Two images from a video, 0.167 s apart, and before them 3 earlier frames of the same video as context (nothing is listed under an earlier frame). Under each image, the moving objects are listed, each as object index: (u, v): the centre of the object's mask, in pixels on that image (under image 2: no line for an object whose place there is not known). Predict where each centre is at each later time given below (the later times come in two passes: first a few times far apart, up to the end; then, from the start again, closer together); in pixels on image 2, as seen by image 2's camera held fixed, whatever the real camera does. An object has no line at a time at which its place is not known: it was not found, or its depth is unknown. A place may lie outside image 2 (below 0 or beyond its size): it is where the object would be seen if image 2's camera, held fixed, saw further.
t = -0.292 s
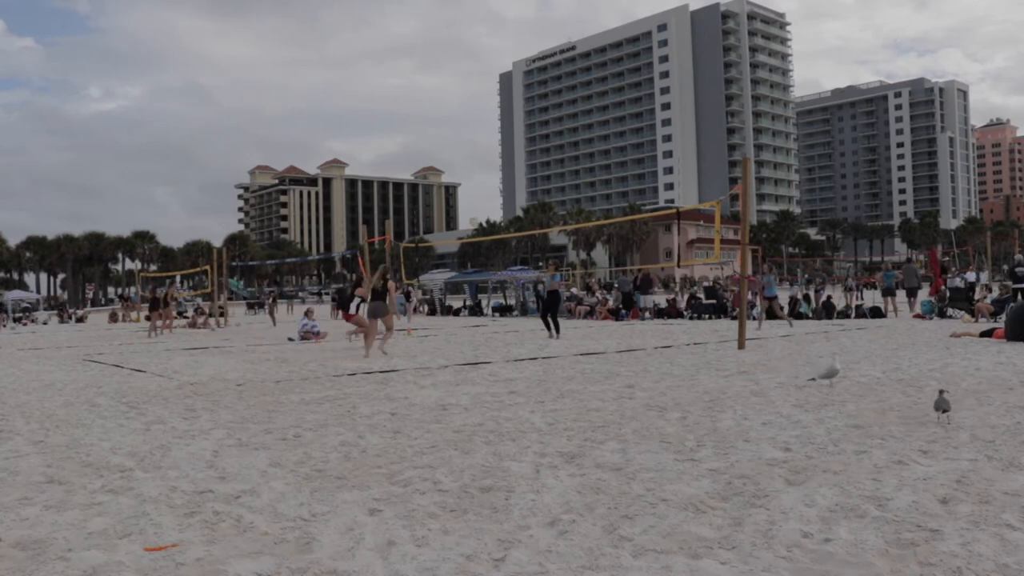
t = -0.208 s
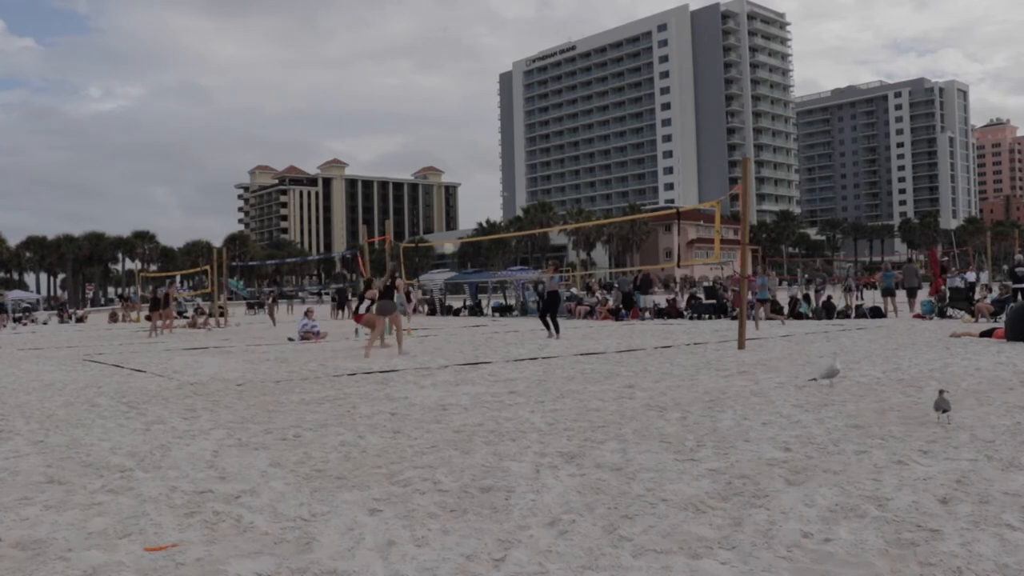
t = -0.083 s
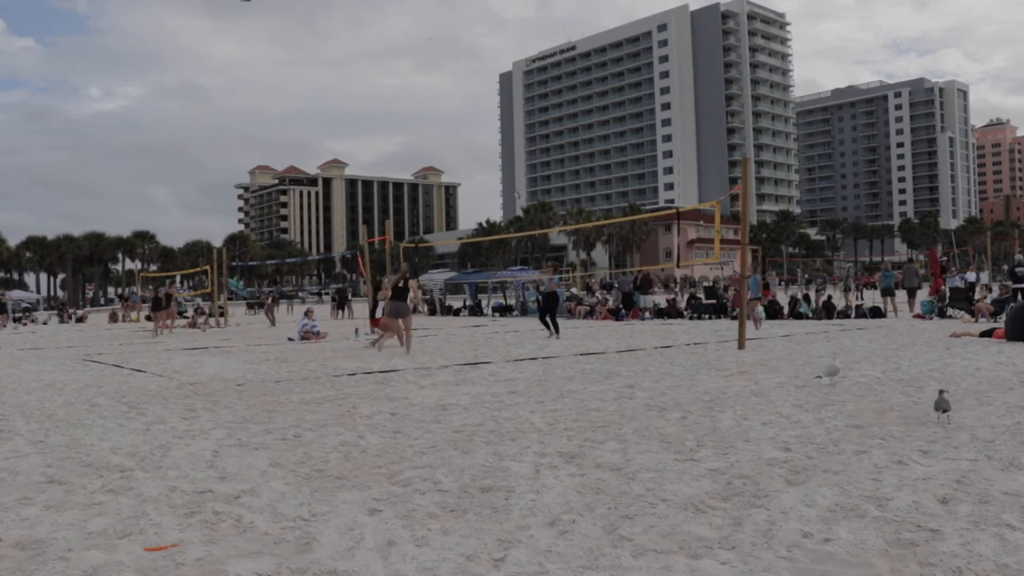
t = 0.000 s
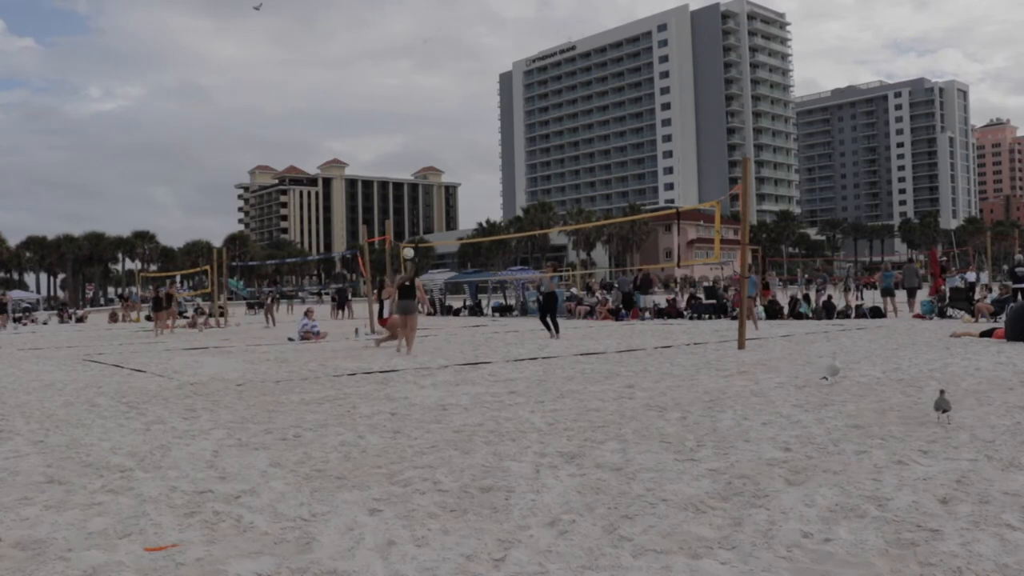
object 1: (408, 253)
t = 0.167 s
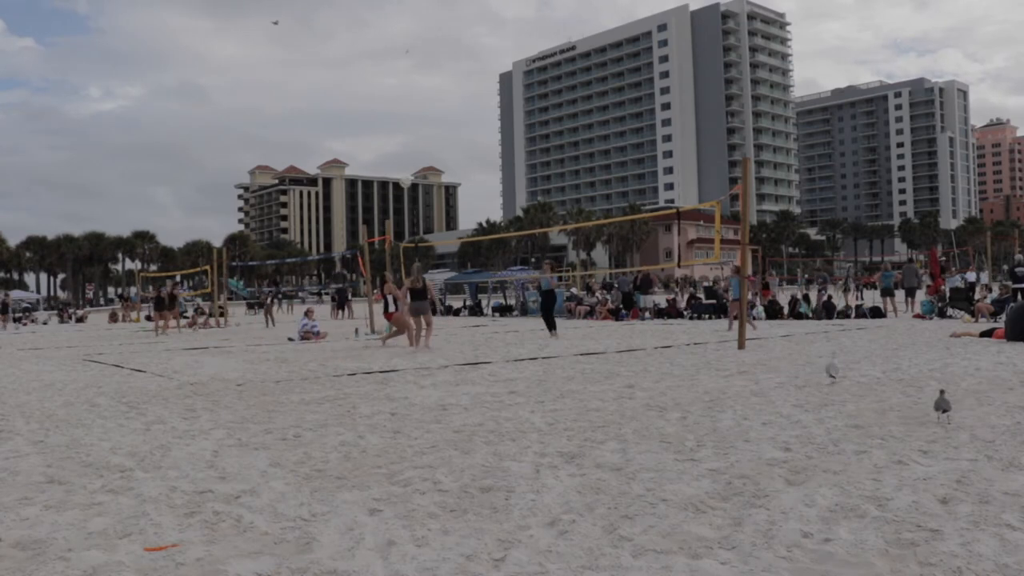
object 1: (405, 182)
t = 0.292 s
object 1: (401, 137)
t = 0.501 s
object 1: (391, 79)
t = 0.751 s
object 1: (375, 38)
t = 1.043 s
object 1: (354, 28)
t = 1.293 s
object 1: (334, 55)
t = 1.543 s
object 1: (313, 118)
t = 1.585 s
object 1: (310, 132)
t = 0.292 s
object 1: (401, 137)
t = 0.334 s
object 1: (399, 124)
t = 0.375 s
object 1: (397, 112)
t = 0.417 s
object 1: (395, 100)
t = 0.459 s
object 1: (393, 89)
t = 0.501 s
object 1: (391, 79)
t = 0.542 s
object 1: (388, 71)
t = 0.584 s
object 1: (386, 62)
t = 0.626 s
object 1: (384, 55)
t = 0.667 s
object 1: (380, 48)
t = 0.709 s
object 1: (378, 43)
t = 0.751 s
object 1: (375, 38)
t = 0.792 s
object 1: (372, 34)
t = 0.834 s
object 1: (369, 31)
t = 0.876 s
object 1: (366, 28)
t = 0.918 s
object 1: (363, 27)
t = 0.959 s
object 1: (360, 26)
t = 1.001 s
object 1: (357, 27)
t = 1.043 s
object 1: (354, 28)
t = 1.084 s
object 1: (351, 30)
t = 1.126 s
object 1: (347, 33)
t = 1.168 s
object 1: (344, 37)
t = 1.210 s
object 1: (340, 42)
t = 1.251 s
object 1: (337, 48)
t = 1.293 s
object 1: (334, 55)
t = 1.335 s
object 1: (330, 63)
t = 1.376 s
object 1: (327, 72)
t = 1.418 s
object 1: (324, 82)
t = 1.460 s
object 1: (320, 92)
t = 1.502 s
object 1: (317, 105)
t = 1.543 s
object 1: (313, 118)
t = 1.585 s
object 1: (310, 132)
